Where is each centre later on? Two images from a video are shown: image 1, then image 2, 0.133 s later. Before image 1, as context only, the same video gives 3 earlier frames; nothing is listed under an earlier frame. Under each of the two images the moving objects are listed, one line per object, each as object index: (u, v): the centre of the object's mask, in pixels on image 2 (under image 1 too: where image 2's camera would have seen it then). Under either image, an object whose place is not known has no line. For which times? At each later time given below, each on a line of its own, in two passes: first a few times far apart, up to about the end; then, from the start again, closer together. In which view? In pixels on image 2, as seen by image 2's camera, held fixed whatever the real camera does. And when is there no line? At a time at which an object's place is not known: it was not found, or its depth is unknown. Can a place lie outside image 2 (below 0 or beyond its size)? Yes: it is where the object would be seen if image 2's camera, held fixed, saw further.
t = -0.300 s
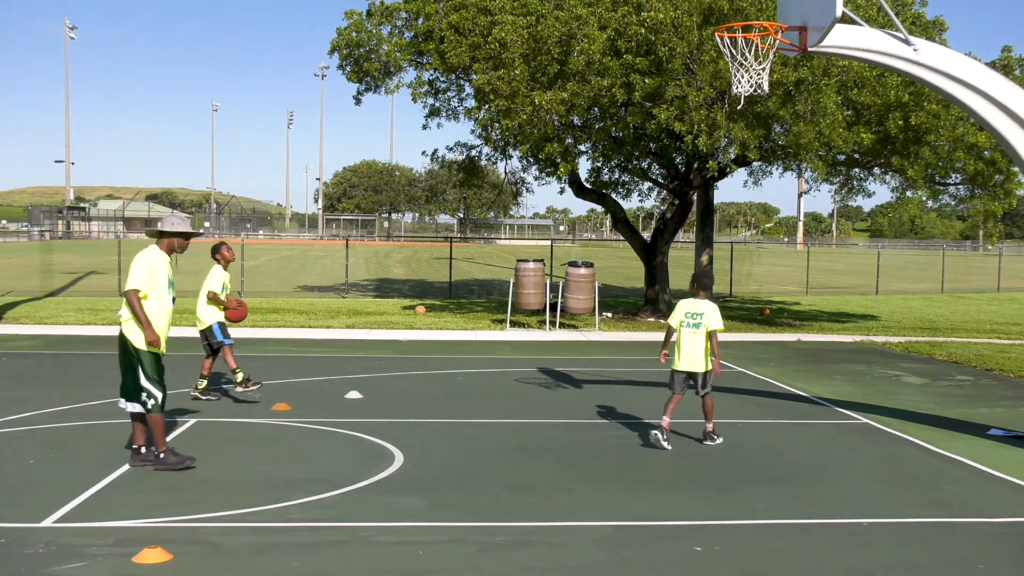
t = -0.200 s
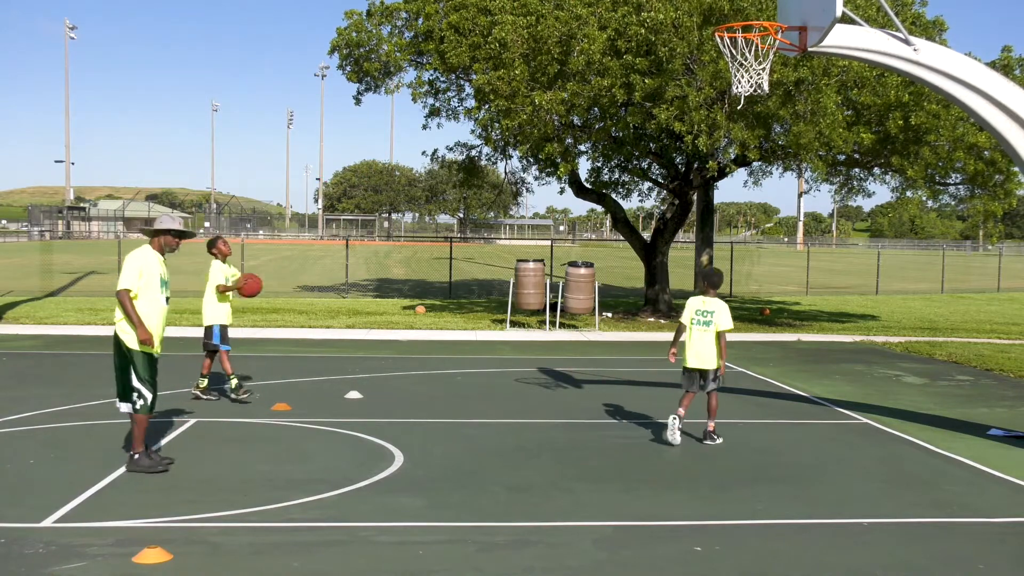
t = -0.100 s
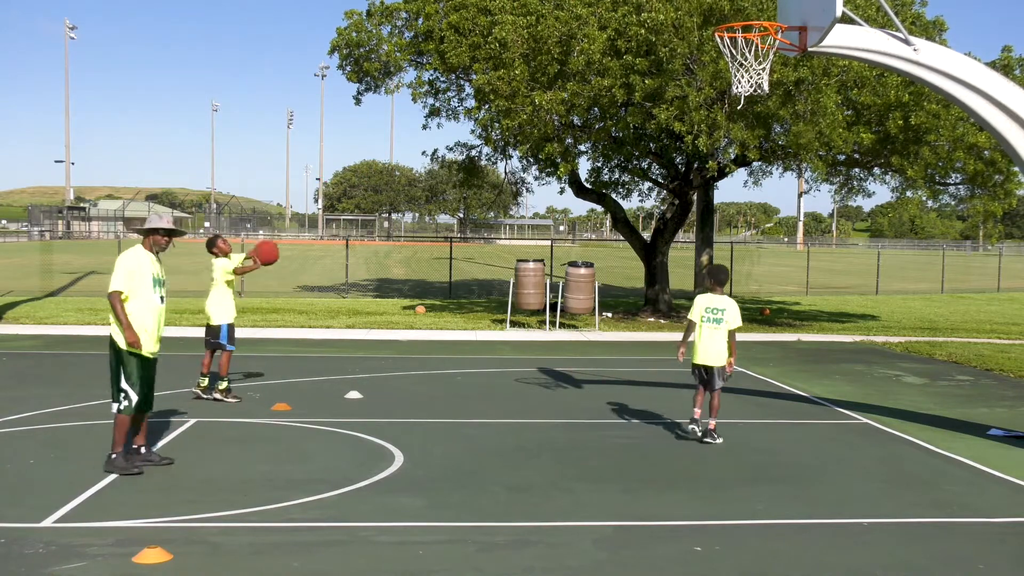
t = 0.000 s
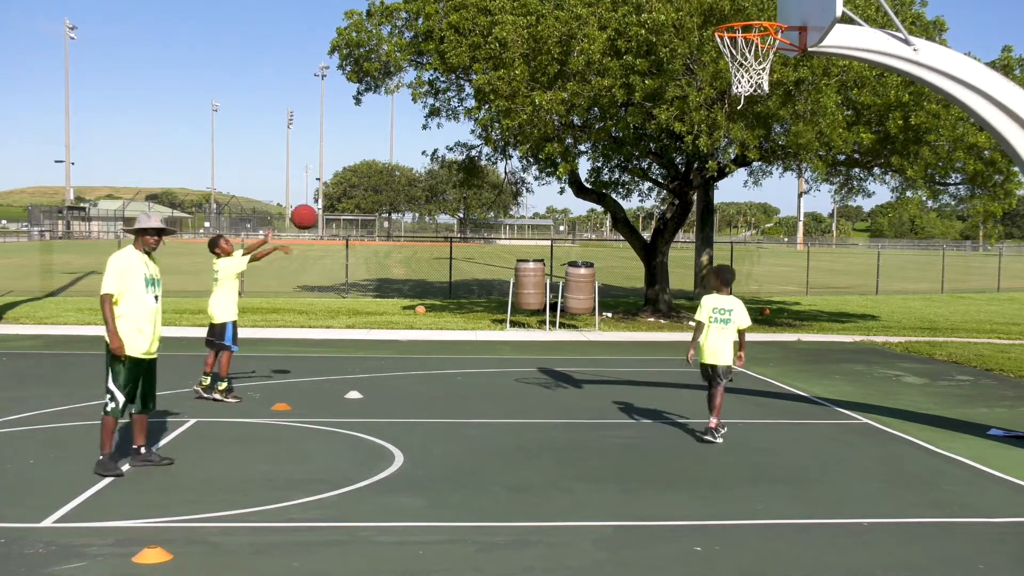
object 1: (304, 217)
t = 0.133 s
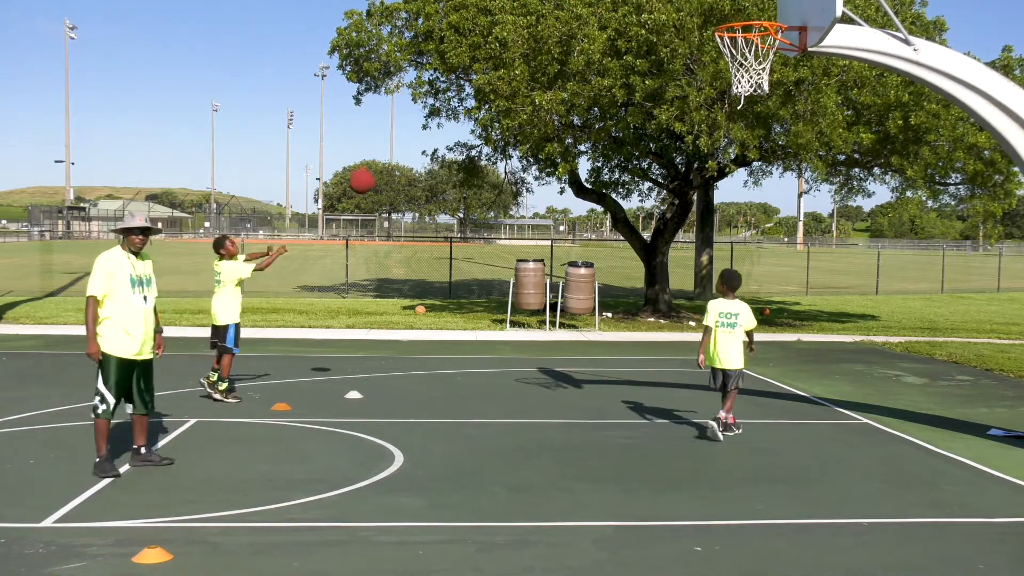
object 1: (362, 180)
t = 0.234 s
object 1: (405, 165)
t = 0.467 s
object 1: (512, 171)
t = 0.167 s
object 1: (376, 174)
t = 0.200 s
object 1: (391, 169)
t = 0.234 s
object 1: (405, 165)
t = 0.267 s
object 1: (420, 163)
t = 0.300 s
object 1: (435, 161)
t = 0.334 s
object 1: (450, 161)
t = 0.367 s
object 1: (465, 161)
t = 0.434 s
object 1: (496, 167)
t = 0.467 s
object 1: (512, 171)
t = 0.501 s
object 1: (527, 177)
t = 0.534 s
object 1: (542, 185)
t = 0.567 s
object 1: (558, 194)
